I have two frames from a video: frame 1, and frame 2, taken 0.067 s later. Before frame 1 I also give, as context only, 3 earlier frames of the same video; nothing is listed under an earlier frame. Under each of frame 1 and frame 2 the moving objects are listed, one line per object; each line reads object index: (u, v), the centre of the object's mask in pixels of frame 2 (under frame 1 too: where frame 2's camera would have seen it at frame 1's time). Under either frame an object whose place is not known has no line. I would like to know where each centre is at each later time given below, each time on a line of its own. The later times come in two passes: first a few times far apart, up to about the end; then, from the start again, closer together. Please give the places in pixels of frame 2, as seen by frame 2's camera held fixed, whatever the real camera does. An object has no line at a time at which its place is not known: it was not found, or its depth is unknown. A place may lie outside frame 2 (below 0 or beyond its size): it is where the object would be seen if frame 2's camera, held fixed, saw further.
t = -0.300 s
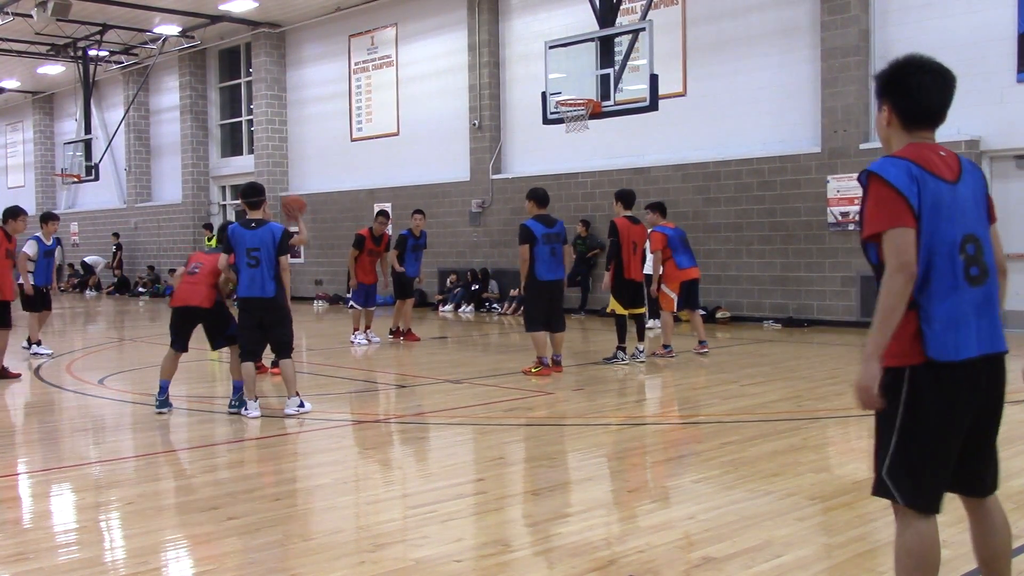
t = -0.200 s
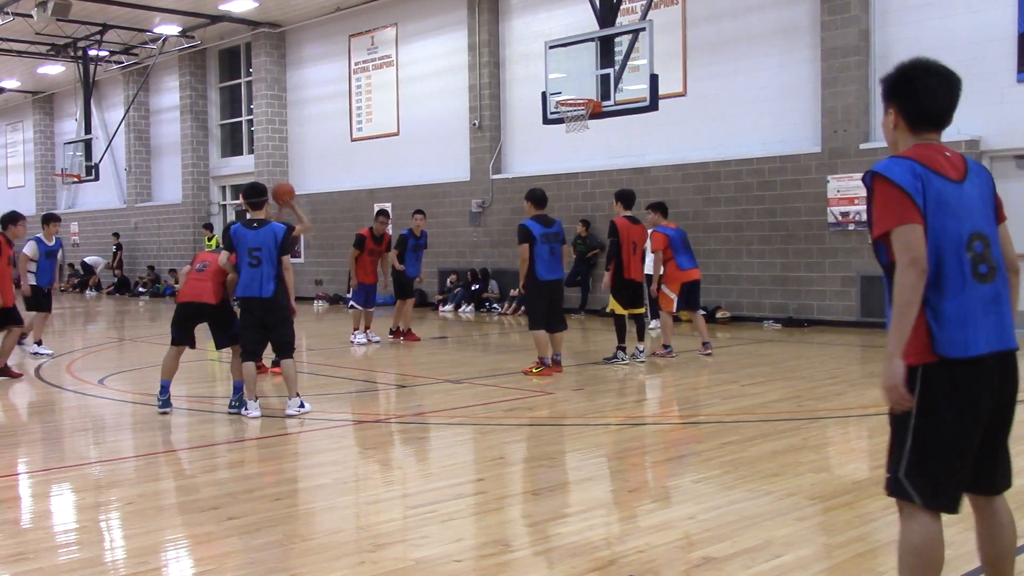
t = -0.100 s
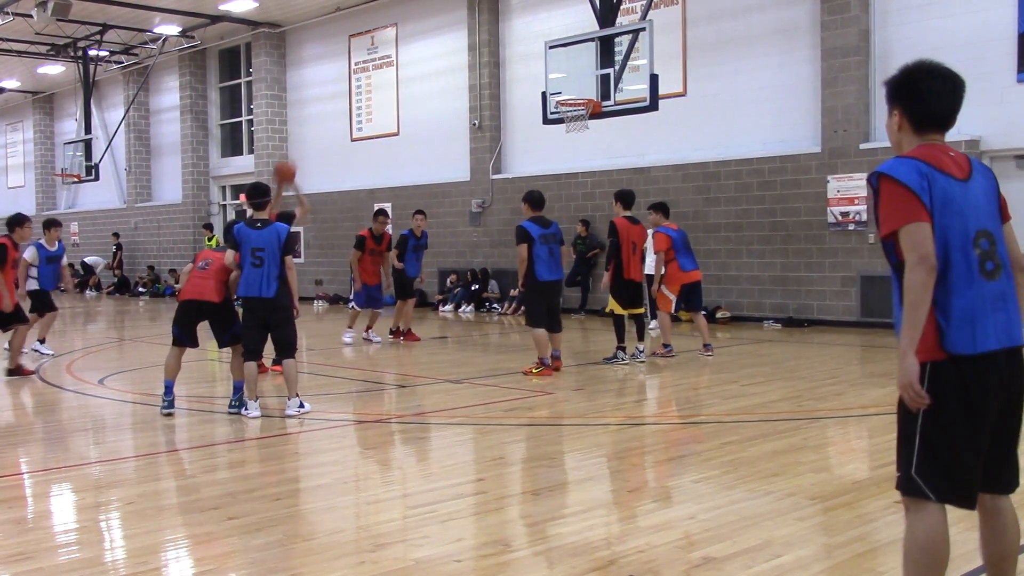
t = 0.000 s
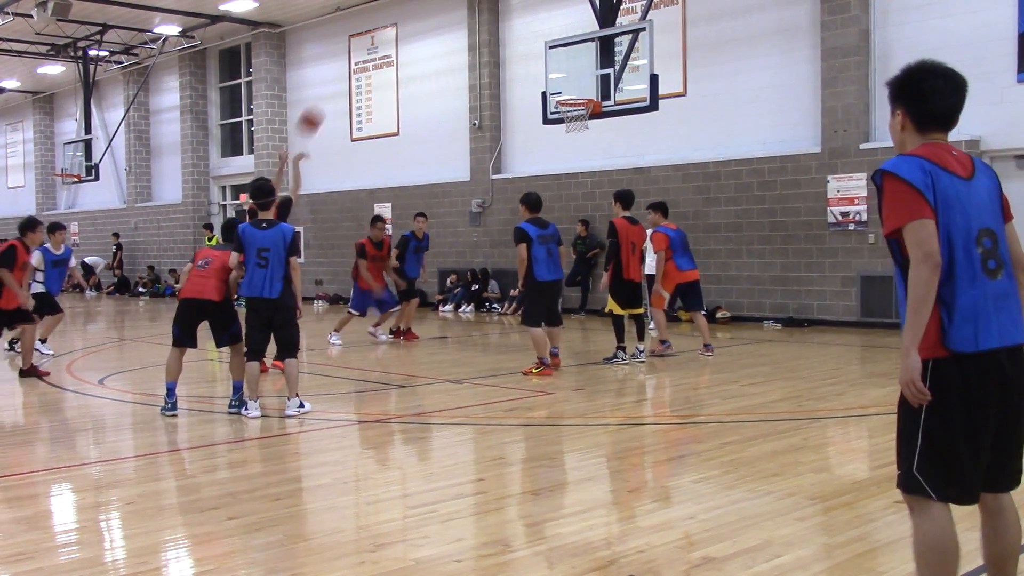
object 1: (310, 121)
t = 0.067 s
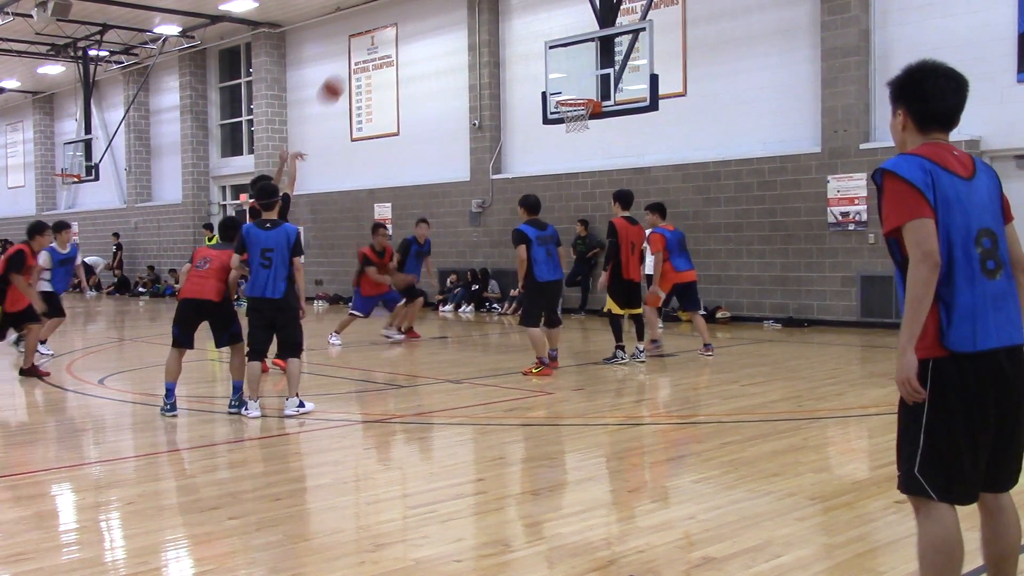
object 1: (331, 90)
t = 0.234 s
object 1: (383, 33)
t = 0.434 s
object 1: (440, 5)
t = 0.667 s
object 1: (497, 10)
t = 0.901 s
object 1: (551, 60)
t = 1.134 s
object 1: (585, 123)
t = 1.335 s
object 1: (584, 163)
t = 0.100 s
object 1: (342, 76)
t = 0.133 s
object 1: (352, 64)
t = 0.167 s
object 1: (362, 52)
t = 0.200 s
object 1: (372, 42)
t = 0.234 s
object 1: (383, 33)
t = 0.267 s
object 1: (393, 25)
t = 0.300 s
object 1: (402, 19)
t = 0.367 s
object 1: (420, 9)
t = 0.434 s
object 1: (440, 5)
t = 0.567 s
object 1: (473, 5)
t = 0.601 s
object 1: (481, 6)
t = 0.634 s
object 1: (490, 8)
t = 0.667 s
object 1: (497, 10)
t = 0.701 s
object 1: (505, 15)
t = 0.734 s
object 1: (513, 20)
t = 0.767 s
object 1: (521, 27)
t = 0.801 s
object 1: (529, 34)
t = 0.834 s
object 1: (536, 42)
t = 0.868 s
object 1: (544, 51)
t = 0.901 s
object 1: (551, 60)
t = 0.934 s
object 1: (559, 72)
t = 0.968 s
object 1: (565, 83)
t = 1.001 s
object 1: (572, 91)
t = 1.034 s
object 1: (578, 109)
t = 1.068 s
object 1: (584, 117)
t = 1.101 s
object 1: (585, 120)
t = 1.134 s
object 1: (585, 123)
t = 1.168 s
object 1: (585, 128)
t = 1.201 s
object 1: (584, 133)
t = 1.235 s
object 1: (584, 140)
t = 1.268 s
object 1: (584, 146)
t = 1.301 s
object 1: (584, 155)
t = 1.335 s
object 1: (584, 163)
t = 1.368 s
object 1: (584, 174)
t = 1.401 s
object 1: (584, 186)
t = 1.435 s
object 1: (585, 195)
